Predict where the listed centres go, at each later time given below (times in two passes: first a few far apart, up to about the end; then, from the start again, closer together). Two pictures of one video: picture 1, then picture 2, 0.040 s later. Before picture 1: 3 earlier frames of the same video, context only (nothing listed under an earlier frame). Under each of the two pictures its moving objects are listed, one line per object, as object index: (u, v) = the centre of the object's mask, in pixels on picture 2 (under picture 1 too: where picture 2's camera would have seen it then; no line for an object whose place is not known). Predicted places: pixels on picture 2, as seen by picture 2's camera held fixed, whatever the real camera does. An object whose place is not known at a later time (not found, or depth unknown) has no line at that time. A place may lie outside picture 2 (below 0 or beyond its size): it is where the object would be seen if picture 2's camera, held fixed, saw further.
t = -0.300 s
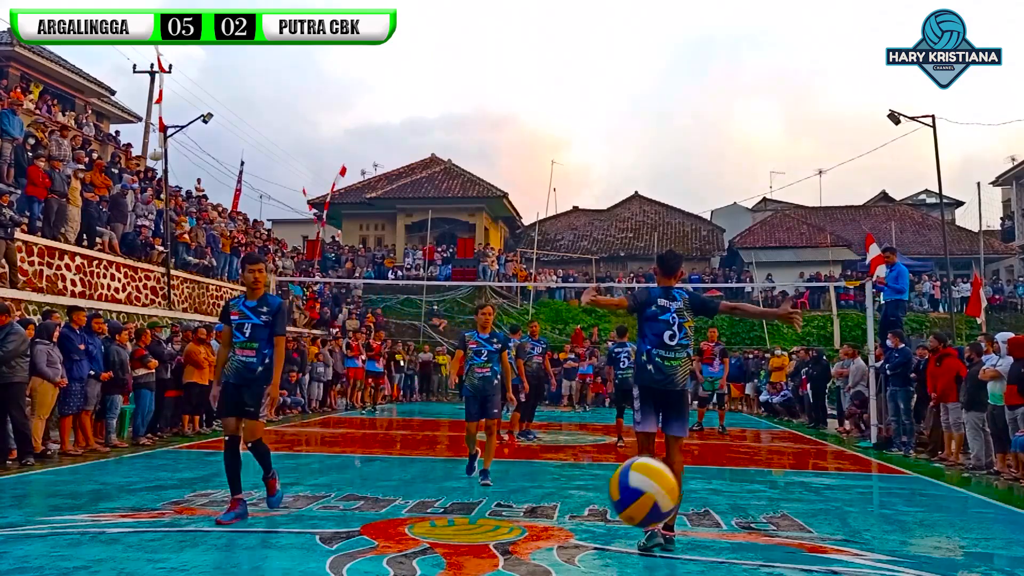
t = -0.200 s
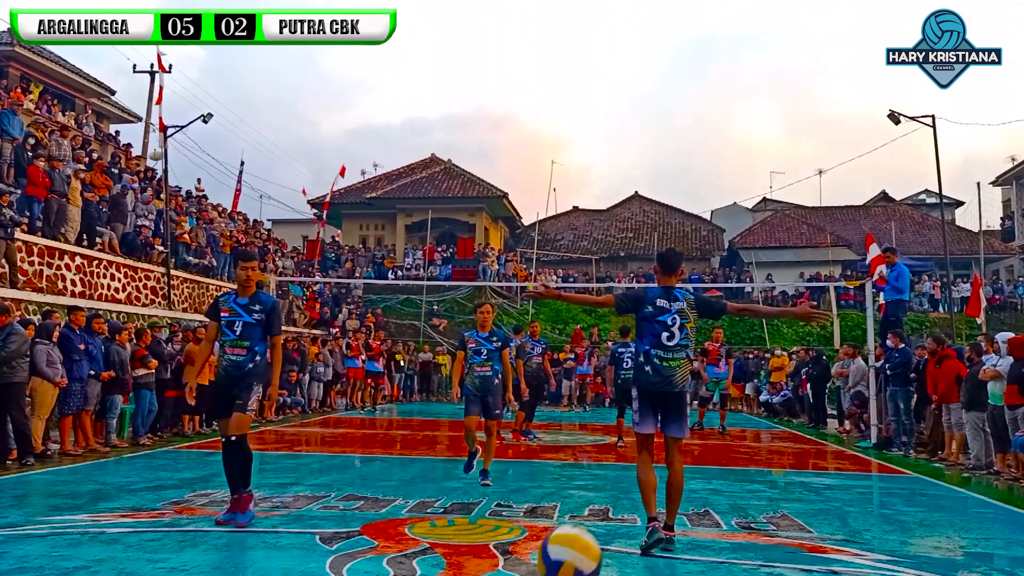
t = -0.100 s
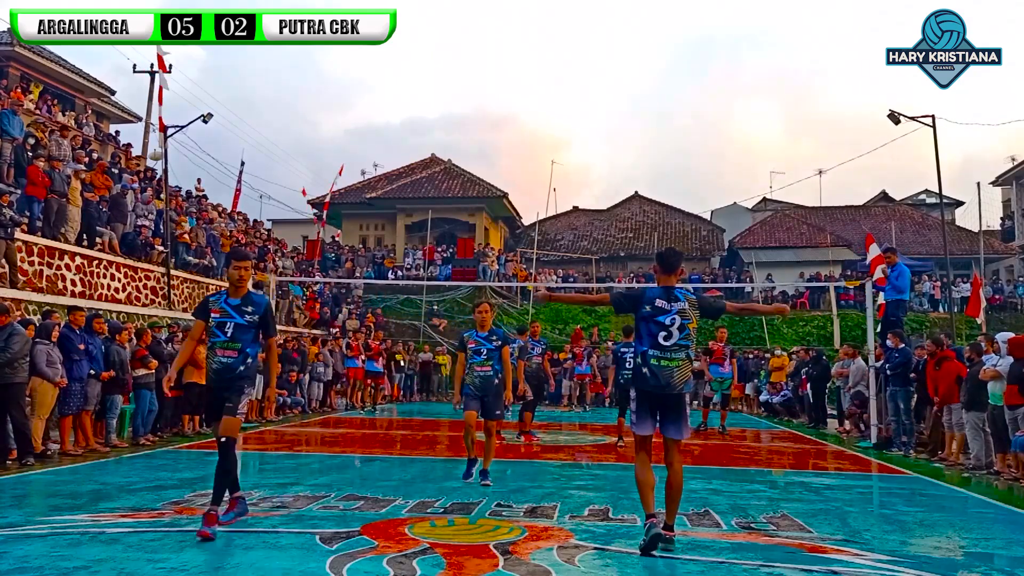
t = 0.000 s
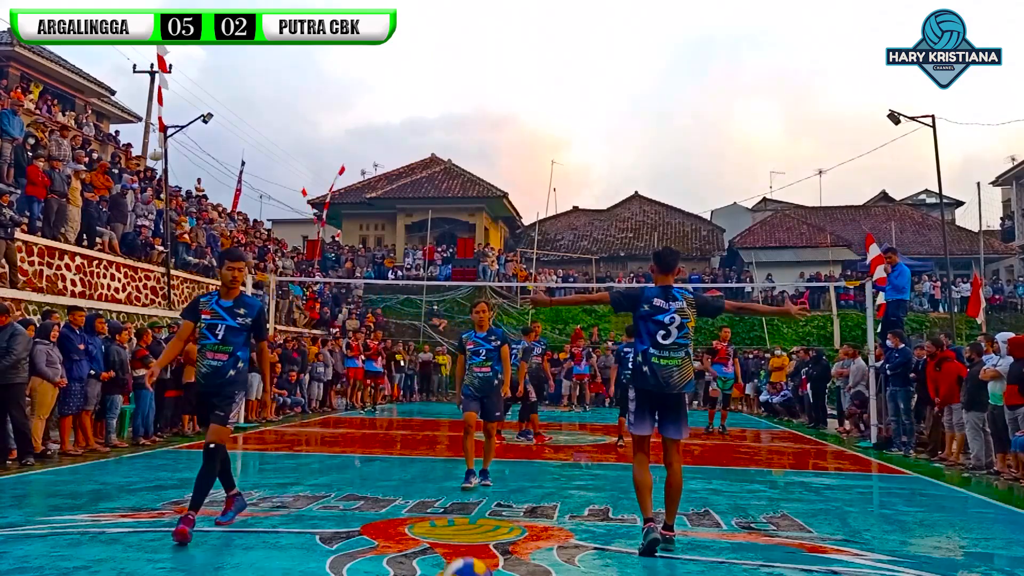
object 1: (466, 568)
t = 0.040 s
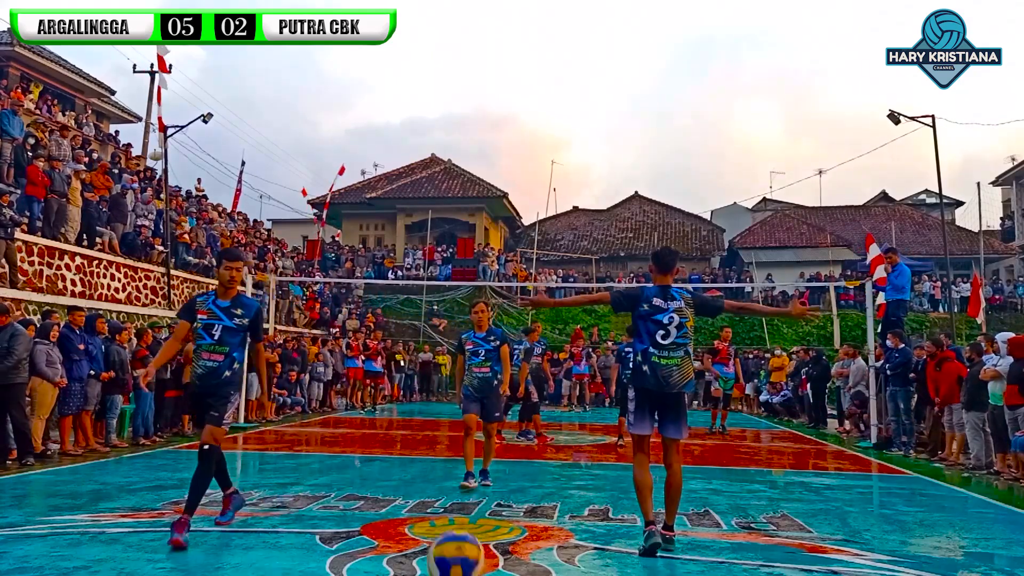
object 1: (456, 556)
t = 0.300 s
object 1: (386, 472)
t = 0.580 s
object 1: (318, 562)
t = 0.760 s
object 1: (278, 527)
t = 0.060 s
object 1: (450, 544)
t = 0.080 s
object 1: (447, 535)
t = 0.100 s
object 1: (438, 520)
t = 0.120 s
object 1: (433, 512)
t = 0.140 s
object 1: (428, 502)
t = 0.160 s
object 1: (422, 494)
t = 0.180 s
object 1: (418, 491)
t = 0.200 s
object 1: (412, 483)
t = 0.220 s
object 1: (407, 479)
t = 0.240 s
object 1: (401, 475)
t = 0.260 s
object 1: (396, 474)
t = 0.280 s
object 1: (392, 472)
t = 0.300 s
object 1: (386, 472)
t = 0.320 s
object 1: (381, 473)
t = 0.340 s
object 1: (376, 475)
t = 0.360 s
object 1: (371, 478)
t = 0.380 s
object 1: (367, 482)
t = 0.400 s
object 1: (362, 488)
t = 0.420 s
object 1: (357, 492)
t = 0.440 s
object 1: (352, 499)
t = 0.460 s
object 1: (347, 508)
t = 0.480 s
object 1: (342, 515)
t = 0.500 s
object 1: (336, 526)
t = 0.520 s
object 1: (333, 533)
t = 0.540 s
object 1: (326, 547)
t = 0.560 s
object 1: (323, 553)
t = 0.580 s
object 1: (318, 562)
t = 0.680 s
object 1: (295, 563)
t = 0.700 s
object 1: (291, 555)
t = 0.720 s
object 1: (286, 549)
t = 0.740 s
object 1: (282, 538)
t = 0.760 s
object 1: (278, 527)
